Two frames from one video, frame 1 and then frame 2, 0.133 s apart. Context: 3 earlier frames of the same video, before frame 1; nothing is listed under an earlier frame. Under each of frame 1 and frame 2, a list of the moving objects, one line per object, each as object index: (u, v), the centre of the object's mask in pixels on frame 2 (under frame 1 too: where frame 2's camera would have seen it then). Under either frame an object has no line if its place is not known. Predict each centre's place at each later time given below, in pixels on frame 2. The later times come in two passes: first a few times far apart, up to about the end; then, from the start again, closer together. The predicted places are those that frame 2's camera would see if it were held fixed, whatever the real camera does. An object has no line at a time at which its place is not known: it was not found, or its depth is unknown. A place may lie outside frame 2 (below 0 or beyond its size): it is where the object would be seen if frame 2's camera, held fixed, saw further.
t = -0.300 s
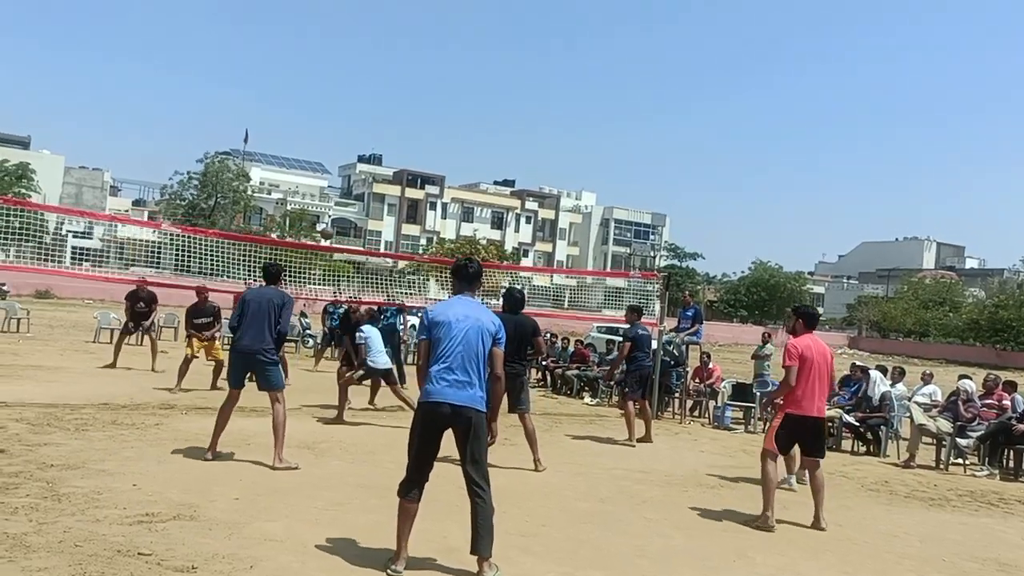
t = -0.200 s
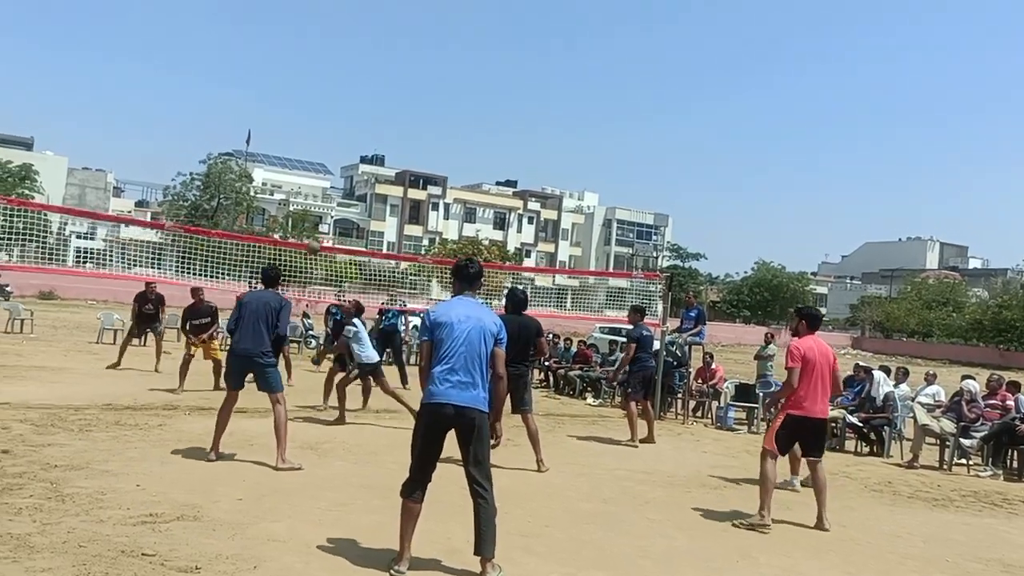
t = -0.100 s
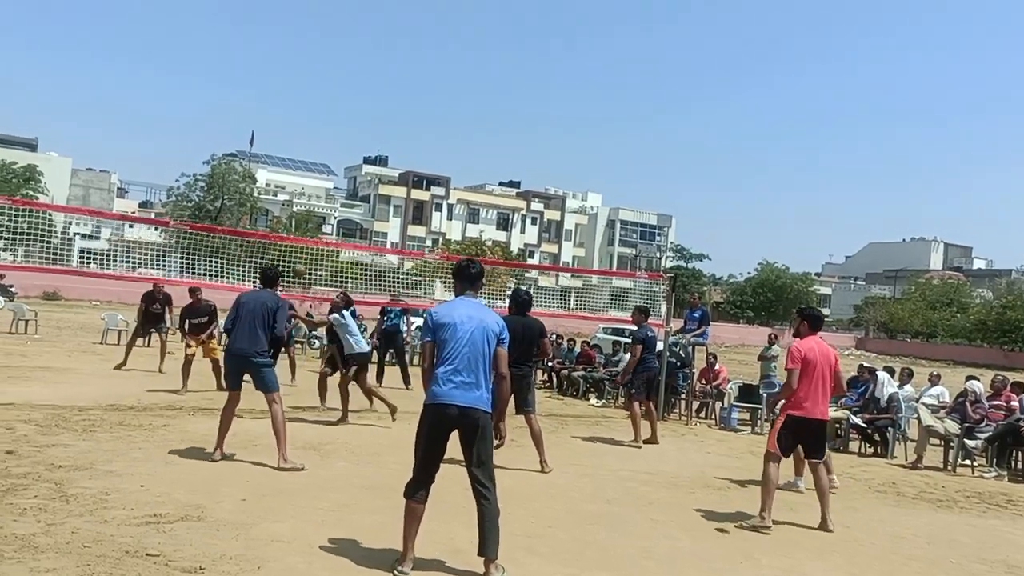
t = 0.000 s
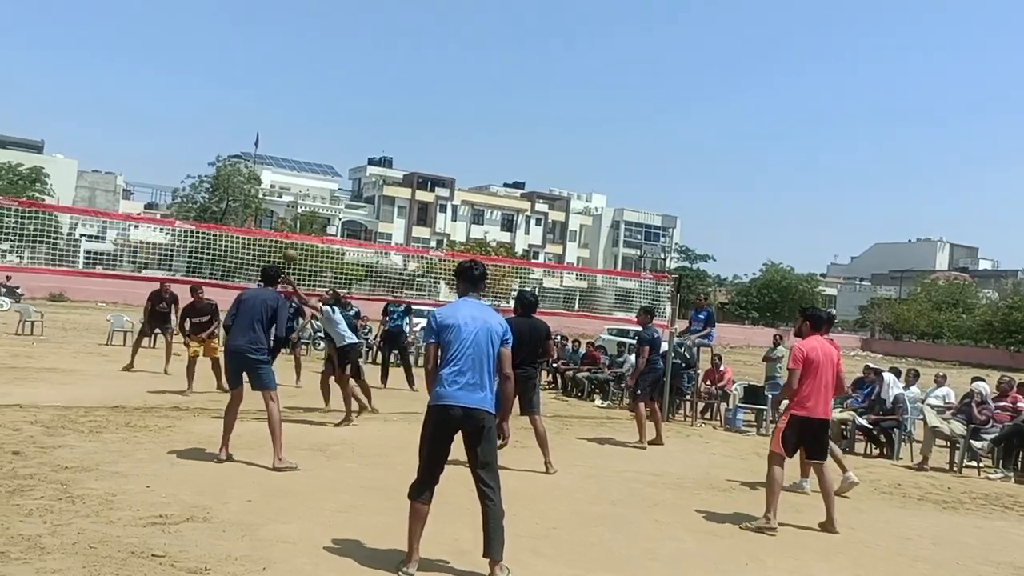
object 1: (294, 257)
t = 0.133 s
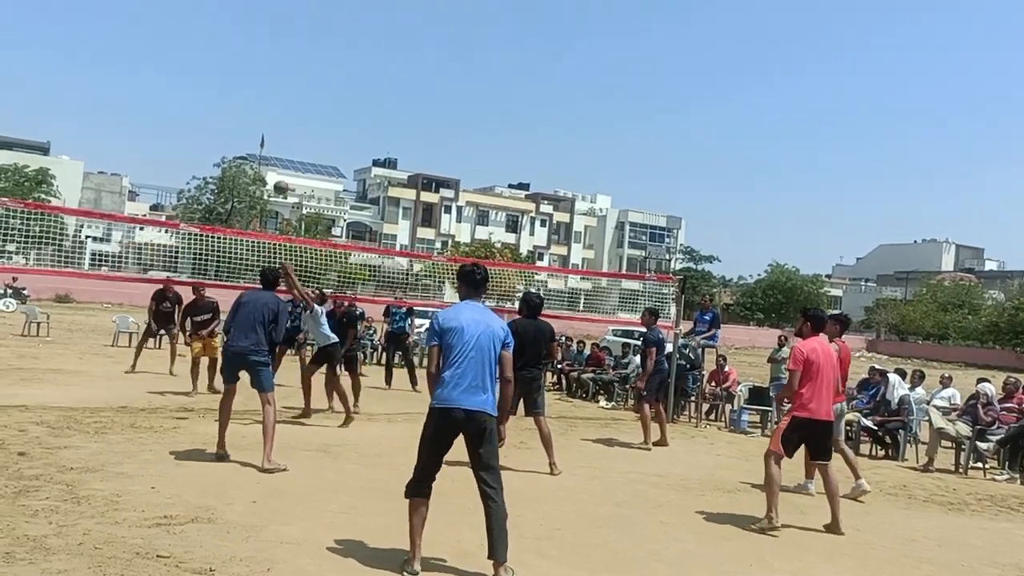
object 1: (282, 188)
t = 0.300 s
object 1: (260, 118)
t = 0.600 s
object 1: (215, 45)
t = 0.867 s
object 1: (164, 49)
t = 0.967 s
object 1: (142, 71)
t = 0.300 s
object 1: (260, 118)
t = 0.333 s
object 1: (256, 106)
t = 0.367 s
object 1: (251, 95)
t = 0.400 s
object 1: (246, 85)
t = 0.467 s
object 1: (237, 68)
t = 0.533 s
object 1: (227, 55)
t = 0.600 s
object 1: (215, 45)
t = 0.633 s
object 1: (210, 42)
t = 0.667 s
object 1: (204, 40)
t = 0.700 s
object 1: (198, 38)
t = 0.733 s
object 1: (191, 38)
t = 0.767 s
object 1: (185, 39)
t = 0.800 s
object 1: (178, 41)
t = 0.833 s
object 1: (171, 45)
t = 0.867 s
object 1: (164, 49)
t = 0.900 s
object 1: (157, 55)
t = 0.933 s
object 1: (149, 62)
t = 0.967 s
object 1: (142, 71)
